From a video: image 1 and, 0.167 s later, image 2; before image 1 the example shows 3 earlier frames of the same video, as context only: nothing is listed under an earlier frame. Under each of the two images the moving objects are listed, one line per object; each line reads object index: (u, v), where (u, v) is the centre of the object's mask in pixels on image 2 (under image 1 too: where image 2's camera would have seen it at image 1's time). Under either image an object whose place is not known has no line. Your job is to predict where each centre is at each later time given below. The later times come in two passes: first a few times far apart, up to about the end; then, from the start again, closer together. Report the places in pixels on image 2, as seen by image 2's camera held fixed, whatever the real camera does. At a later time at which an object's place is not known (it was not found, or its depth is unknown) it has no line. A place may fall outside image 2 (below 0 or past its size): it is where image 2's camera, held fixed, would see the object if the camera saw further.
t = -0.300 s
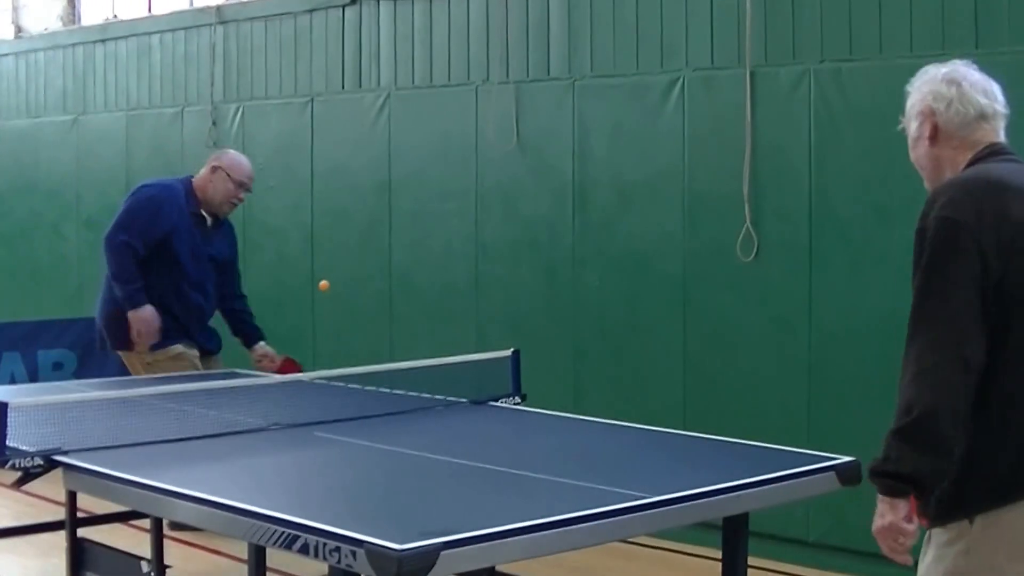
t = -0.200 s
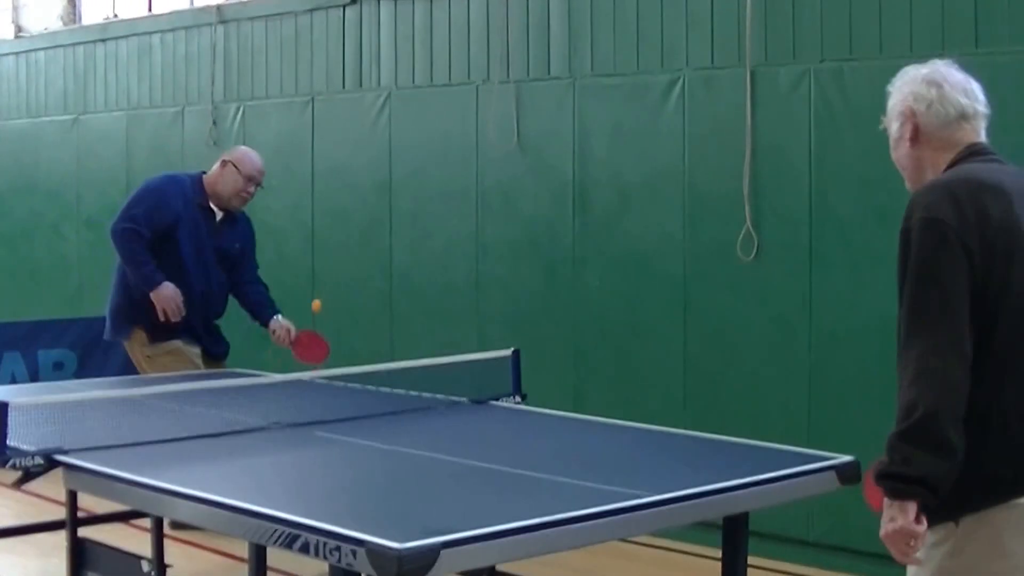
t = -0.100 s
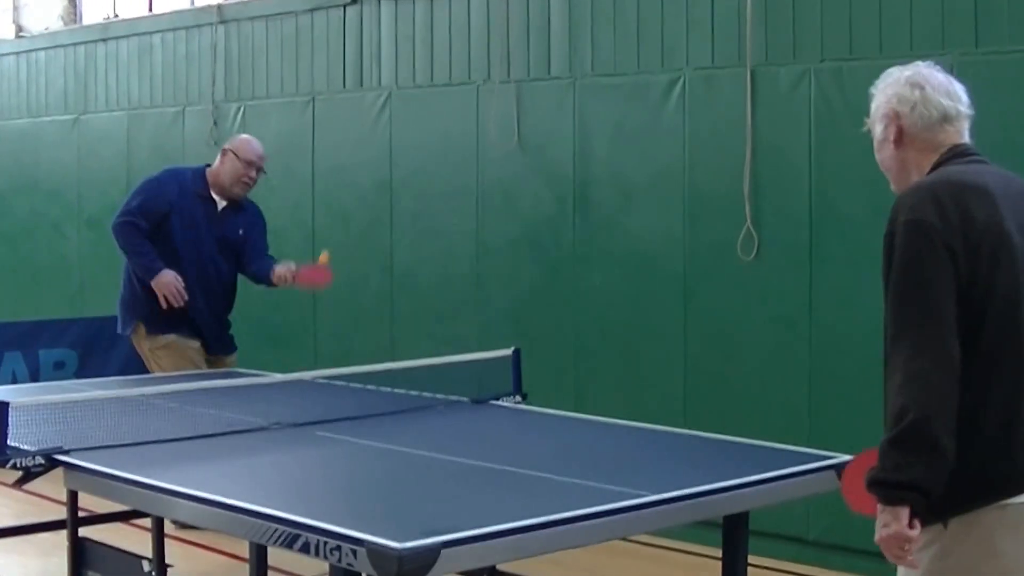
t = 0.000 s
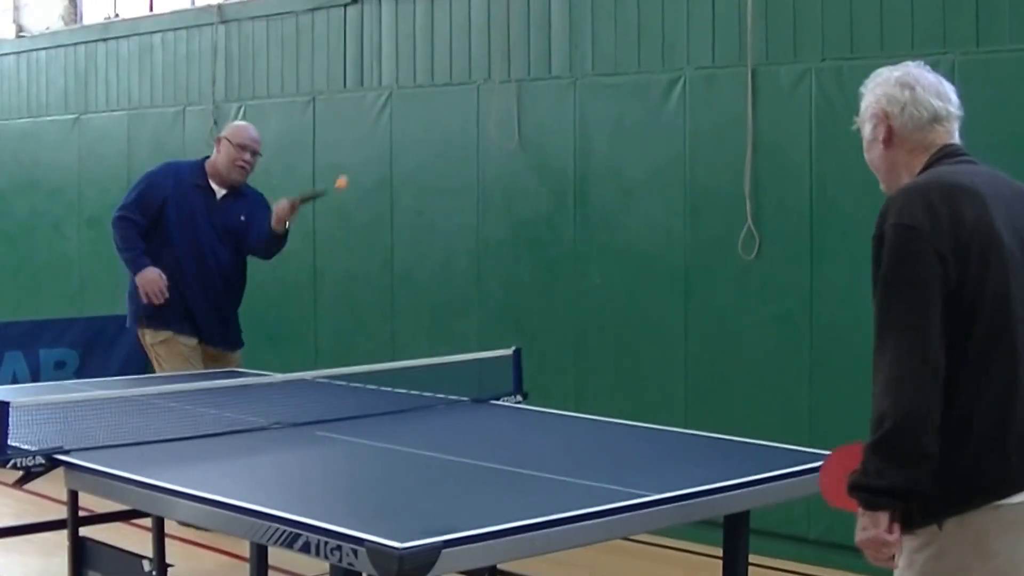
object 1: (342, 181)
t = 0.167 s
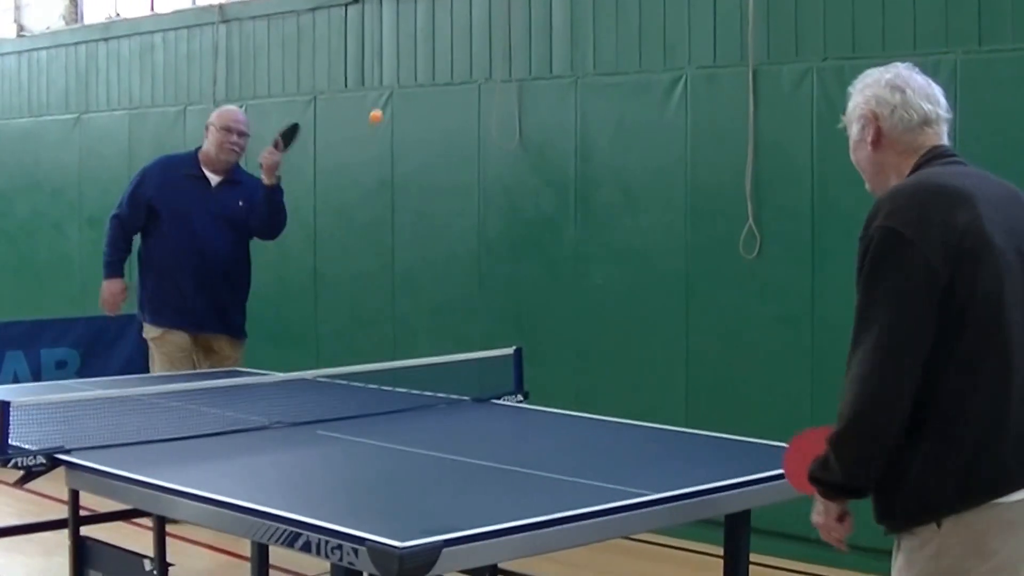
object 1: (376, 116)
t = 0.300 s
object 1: (408, 125)
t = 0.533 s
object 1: (476, 320)
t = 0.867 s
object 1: (574, 228)
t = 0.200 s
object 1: (383, 112)
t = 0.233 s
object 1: (391, 113)
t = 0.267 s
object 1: (399, 117)
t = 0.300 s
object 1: (408, 125)
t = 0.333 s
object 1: (416, 138)
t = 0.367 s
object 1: (425, 155)
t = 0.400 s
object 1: (435, 177)
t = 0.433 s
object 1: (444, 204)
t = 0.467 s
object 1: (455, 237)
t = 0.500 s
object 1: (465, 276)
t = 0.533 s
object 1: (476, 320)
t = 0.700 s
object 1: (525, 353)
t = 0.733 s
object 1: (534, 319)
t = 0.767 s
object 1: (544, 289)
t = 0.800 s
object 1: (554, 264)
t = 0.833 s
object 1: (564, 243)
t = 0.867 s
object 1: (574, 228)
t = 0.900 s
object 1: (585, 216)
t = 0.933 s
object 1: (597, 210)
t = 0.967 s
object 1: (608, 210)
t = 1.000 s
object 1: (620, 215)
